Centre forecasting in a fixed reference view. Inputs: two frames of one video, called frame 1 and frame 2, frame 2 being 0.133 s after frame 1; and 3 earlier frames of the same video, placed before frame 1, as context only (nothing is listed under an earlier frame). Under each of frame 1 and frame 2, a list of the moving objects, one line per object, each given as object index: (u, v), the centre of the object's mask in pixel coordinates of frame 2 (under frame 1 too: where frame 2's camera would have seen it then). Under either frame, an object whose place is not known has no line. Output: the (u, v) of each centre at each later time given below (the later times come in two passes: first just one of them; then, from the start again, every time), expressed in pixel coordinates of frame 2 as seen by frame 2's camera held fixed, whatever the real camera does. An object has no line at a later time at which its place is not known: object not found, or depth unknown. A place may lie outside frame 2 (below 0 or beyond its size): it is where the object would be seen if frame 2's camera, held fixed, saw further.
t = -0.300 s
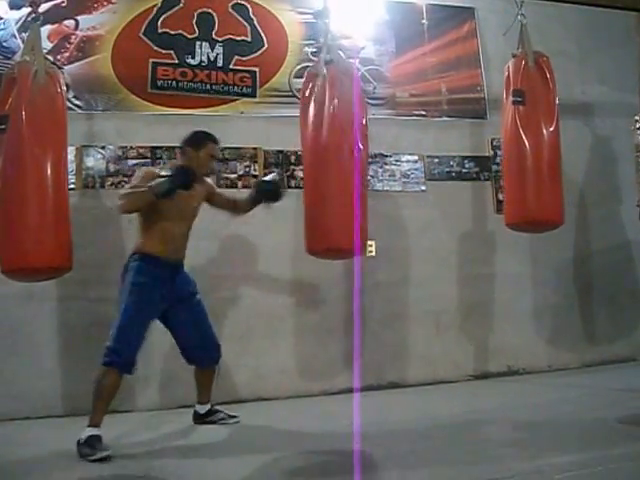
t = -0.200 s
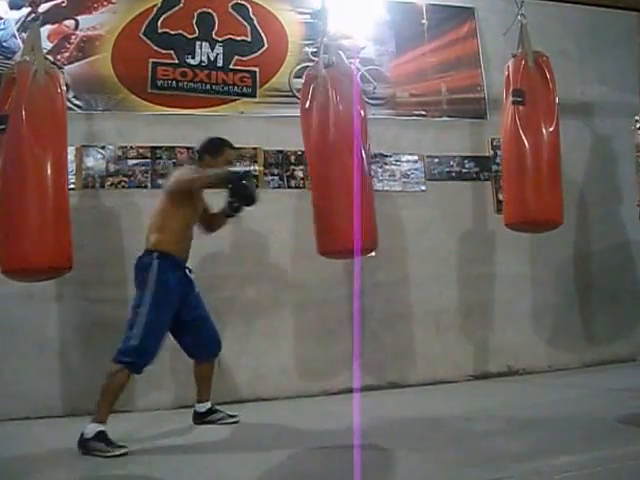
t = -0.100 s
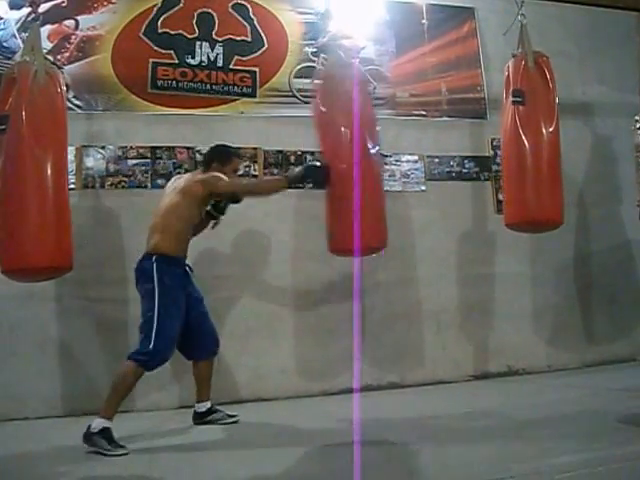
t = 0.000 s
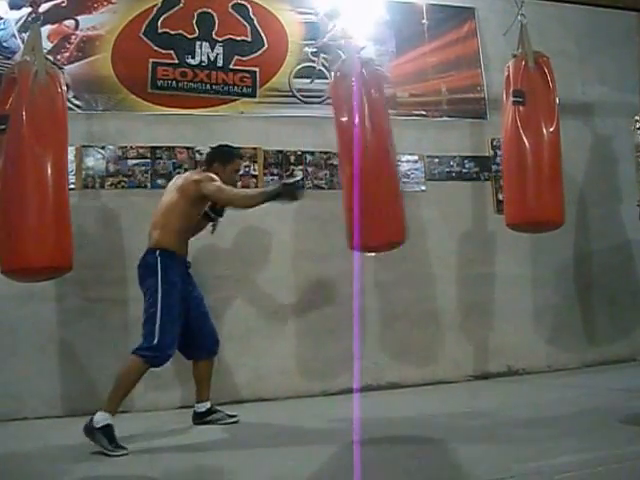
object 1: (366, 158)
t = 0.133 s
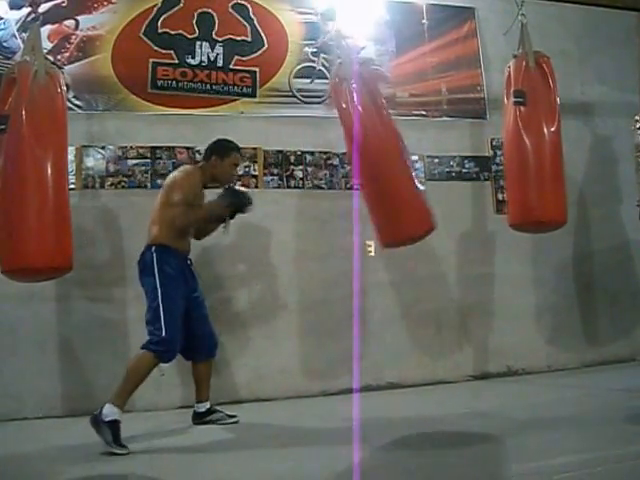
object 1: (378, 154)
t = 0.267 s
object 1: (390, 151)
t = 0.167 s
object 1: (381, 153)
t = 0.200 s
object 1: (385, 153)
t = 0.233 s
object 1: (388, 153)
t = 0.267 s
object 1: (390, 151)
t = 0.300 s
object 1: (392, 150)
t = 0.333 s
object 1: (393, 149)
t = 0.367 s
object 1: (394, 148)
